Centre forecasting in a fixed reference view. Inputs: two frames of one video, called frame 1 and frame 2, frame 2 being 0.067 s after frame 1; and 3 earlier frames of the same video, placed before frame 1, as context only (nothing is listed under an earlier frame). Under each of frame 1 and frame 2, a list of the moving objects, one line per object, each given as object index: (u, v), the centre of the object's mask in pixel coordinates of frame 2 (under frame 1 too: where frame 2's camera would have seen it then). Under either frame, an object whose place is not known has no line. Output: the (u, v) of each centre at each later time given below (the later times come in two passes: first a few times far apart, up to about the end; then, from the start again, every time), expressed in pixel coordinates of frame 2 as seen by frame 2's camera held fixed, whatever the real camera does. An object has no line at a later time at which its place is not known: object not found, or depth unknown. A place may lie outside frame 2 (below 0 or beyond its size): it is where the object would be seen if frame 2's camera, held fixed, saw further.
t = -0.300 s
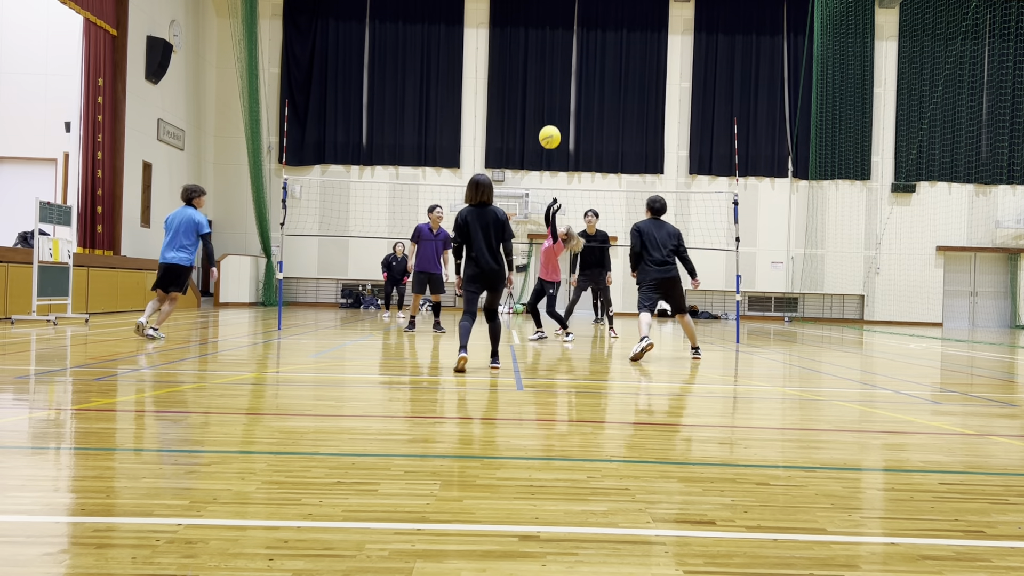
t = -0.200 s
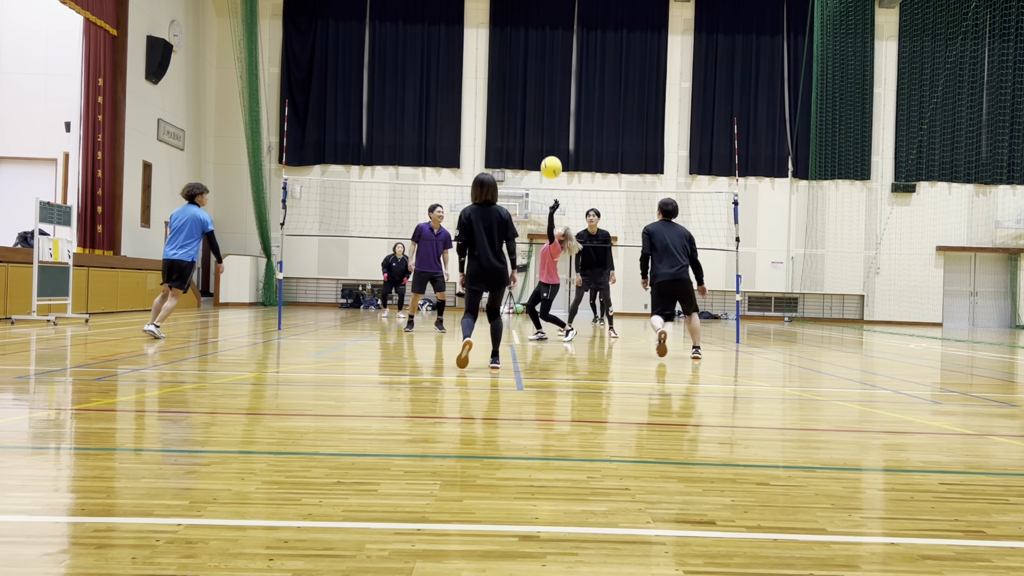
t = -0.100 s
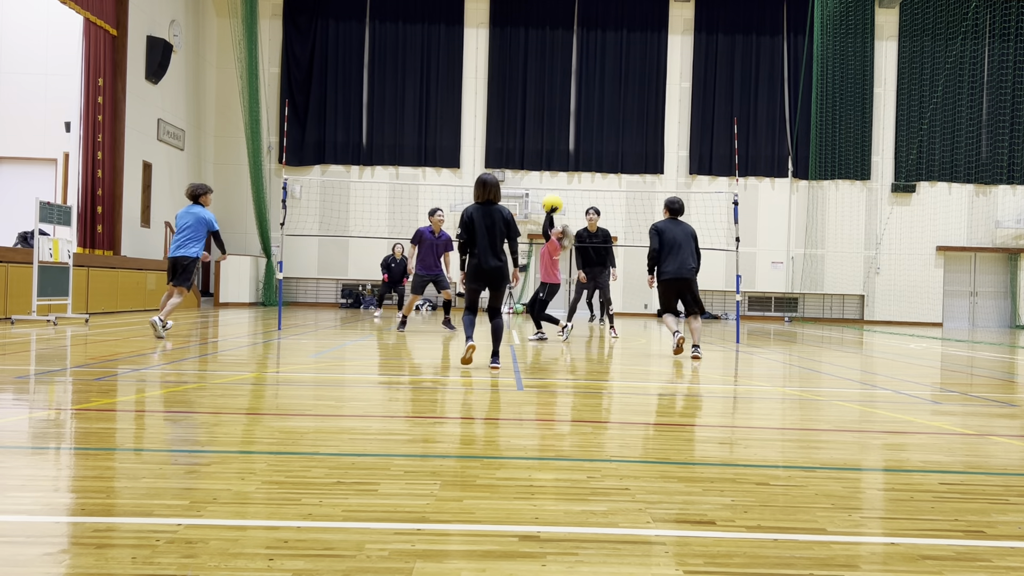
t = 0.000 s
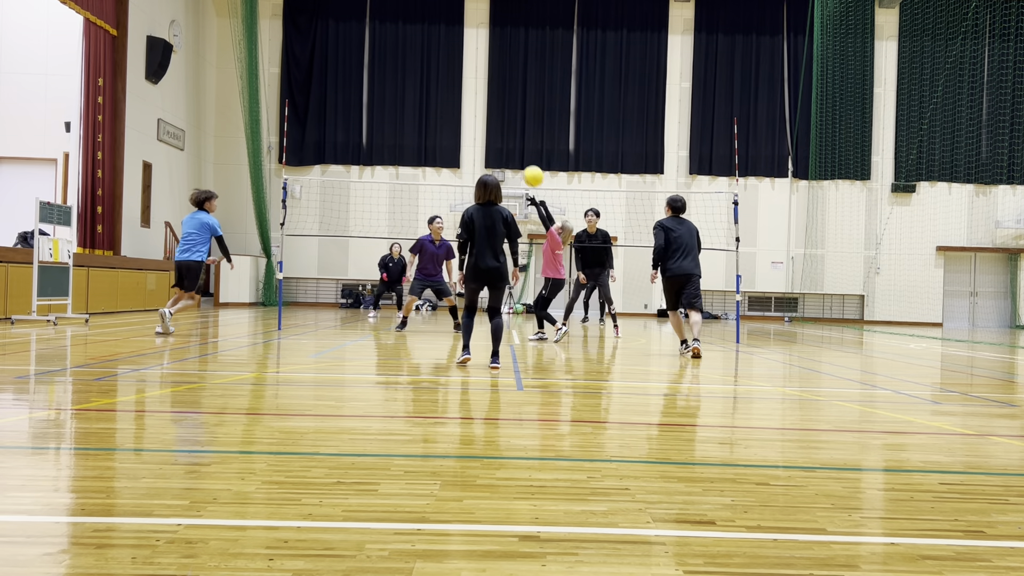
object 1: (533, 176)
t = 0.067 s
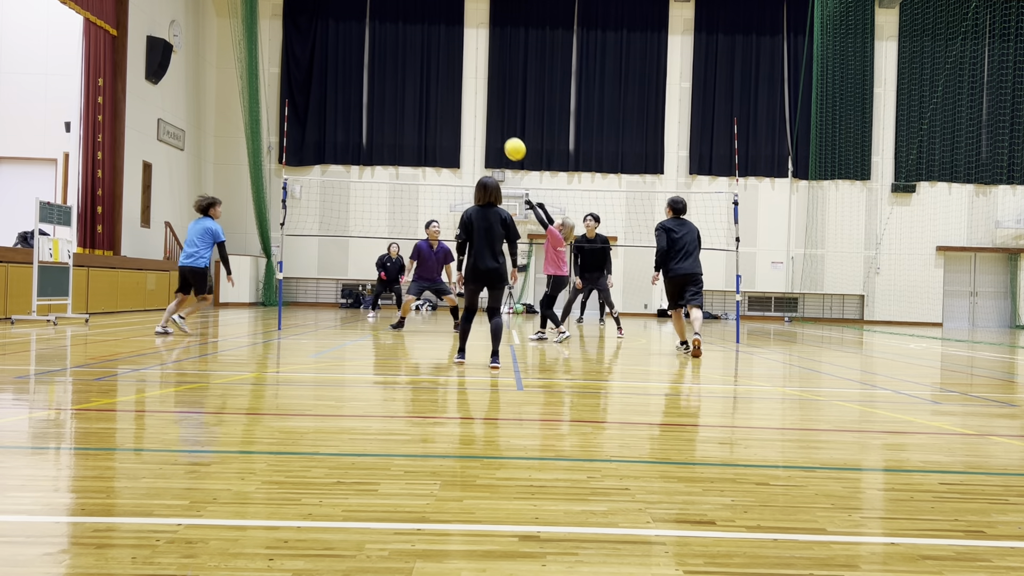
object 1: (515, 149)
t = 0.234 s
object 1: (470, 96)
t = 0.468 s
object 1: (415, 63)
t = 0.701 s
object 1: (362, 72)
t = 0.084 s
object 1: (510, 143)
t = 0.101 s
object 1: (506, 137)
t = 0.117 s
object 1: (501, 131)
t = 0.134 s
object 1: (497, 125)
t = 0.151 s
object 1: (492, 120)
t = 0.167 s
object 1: (488, 115)
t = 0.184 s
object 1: (484, 110)
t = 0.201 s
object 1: (479, 105)
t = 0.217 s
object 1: (475, 101)
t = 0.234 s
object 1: (470, 96)
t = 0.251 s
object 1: (466, 93)
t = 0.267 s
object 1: (462, 89)
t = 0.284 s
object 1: (458, 86)
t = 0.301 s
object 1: (454, 83)
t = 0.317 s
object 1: (450, 80)
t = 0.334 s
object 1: (446, 77)
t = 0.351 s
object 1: (442, 75)
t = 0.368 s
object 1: (438, 72)
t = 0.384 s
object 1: (434, 70)
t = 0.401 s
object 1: (430, 68)
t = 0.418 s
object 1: (426, 67)
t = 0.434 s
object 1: (422, 65)
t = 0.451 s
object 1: (419, 64)
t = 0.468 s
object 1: (415, 63)
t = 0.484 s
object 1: (411, 62)
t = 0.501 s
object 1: (407, 62)
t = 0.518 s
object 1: (403, 62)
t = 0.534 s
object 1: (399, 62)
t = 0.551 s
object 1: (396, 61)
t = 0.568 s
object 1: (392, 62)
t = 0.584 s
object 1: (388, 62)
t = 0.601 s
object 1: (384, 63)
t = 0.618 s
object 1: (381, 64)
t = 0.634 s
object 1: (377, 65)
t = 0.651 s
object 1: (373, 66)
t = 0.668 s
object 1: (369, 68)
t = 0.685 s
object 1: (366, 70)
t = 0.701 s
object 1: (362, 72)
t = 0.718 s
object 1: (358, 74)
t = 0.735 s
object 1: (355, 76)
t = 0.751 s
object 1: (351, 78)
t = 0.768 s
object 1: (348, 81)
